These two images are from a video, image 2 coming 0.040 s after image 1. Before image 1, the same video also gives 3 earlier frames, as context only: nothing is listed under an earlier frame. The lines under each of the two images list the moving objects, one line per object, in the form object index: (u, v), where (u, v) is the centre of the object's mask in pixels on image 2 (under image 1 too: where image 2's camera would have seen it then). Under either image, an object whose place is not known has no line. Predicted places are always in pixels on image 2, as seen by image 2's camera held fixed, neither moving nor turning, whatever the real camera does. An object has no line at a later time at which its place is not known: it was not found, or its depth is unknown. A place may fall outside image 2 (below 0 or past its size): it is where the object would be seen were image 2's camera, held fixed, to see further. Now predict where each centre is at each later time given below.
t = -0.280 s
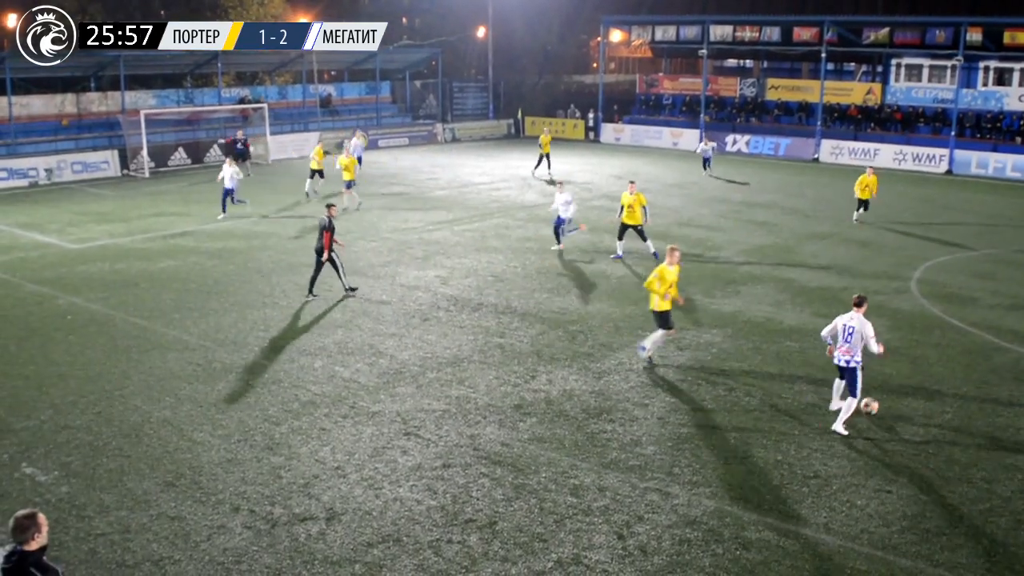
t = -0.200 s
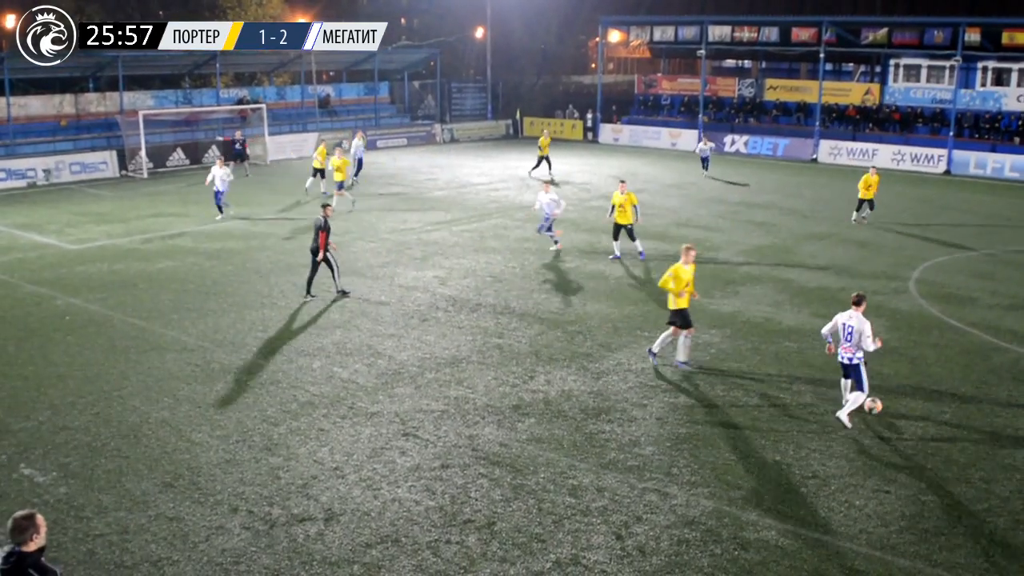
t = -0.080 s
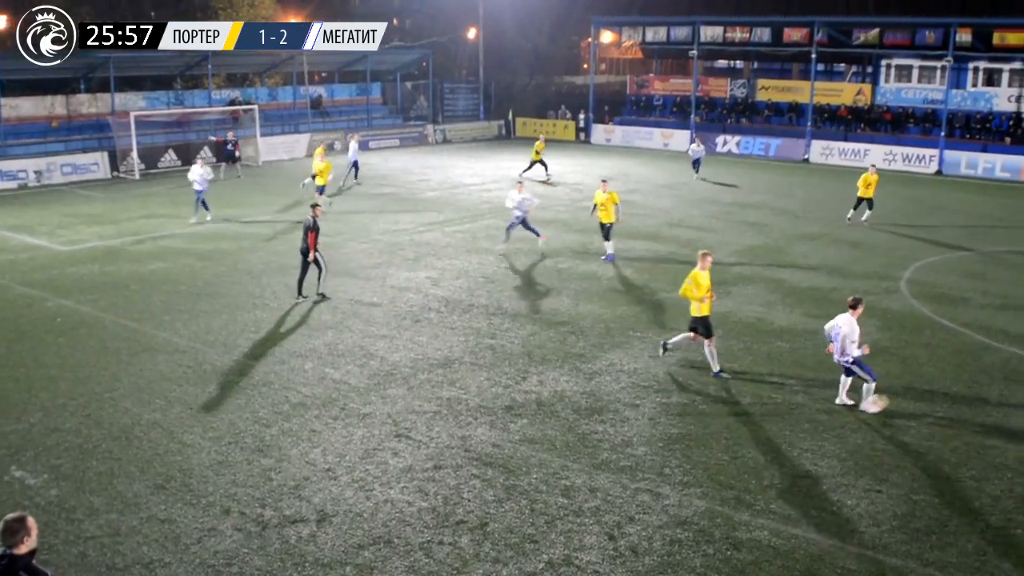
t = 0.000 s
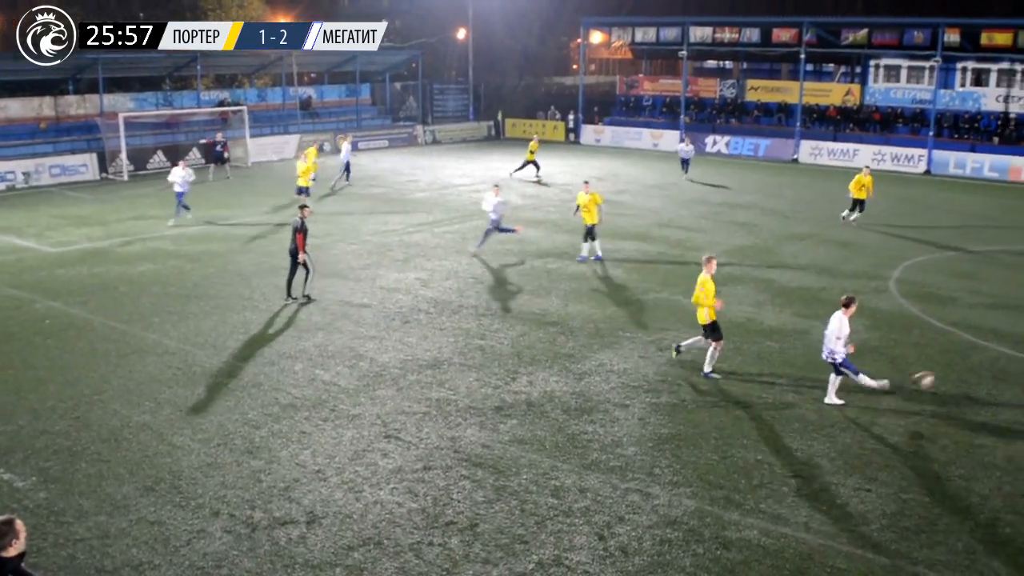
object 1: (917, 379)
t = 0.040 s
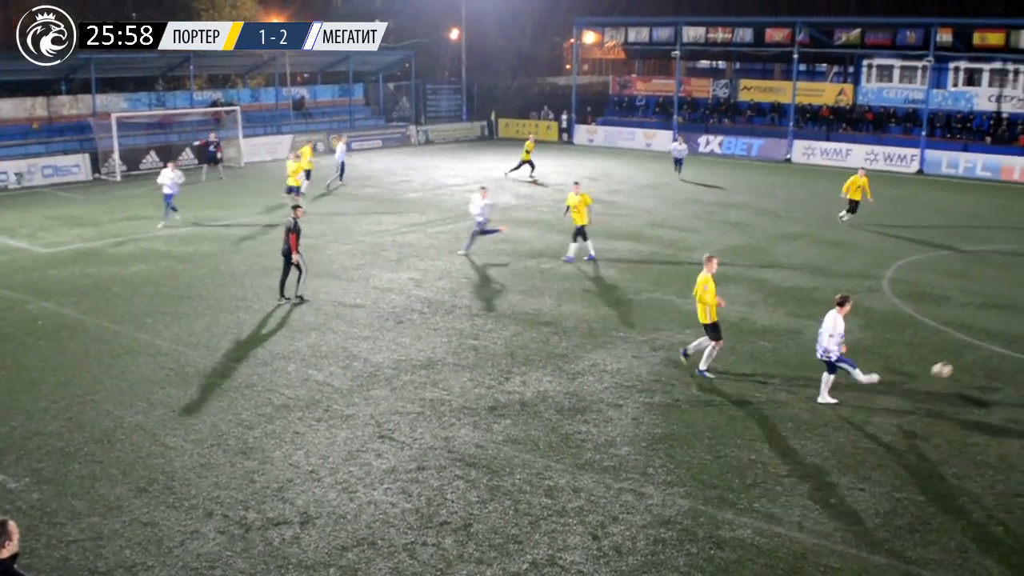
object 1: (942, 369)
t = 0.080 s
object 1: (965, 362)
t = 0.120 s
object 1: (987, 356)
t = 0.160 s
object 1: (1007, 351)
